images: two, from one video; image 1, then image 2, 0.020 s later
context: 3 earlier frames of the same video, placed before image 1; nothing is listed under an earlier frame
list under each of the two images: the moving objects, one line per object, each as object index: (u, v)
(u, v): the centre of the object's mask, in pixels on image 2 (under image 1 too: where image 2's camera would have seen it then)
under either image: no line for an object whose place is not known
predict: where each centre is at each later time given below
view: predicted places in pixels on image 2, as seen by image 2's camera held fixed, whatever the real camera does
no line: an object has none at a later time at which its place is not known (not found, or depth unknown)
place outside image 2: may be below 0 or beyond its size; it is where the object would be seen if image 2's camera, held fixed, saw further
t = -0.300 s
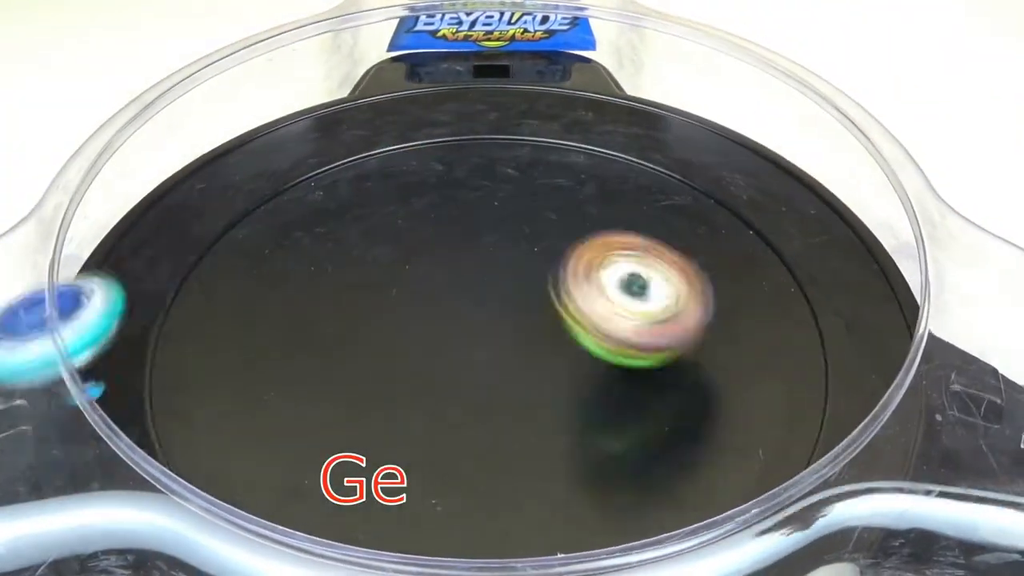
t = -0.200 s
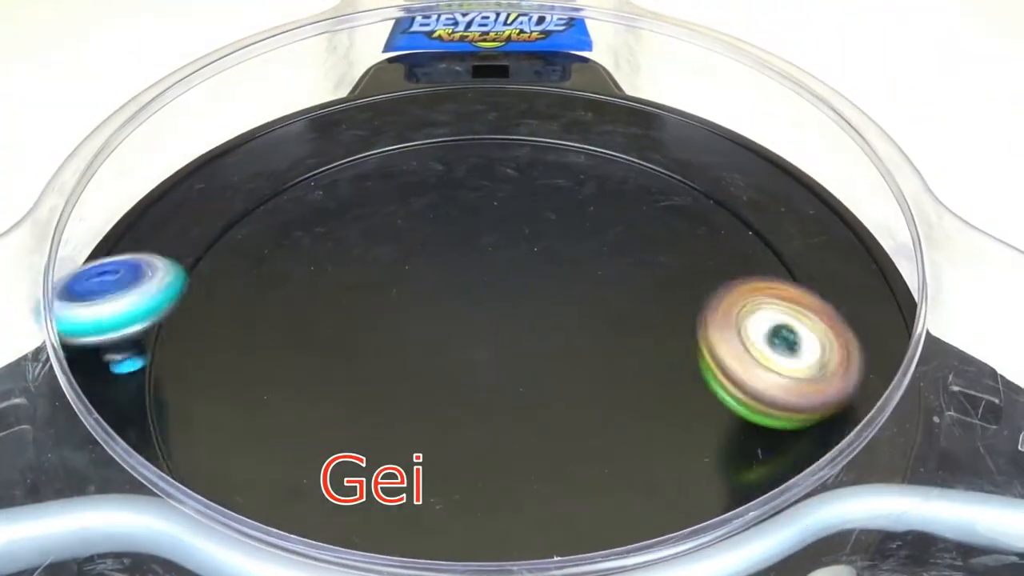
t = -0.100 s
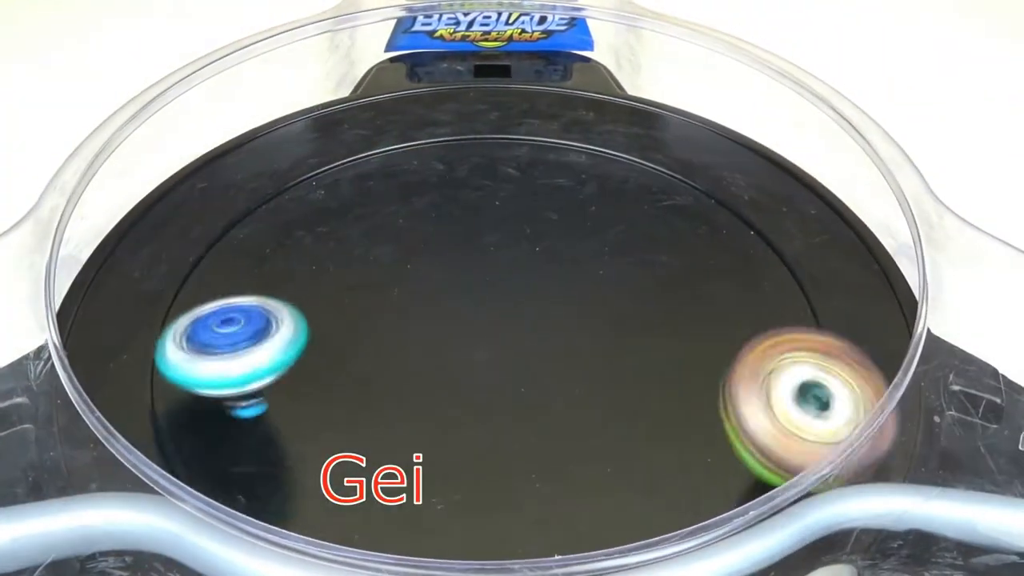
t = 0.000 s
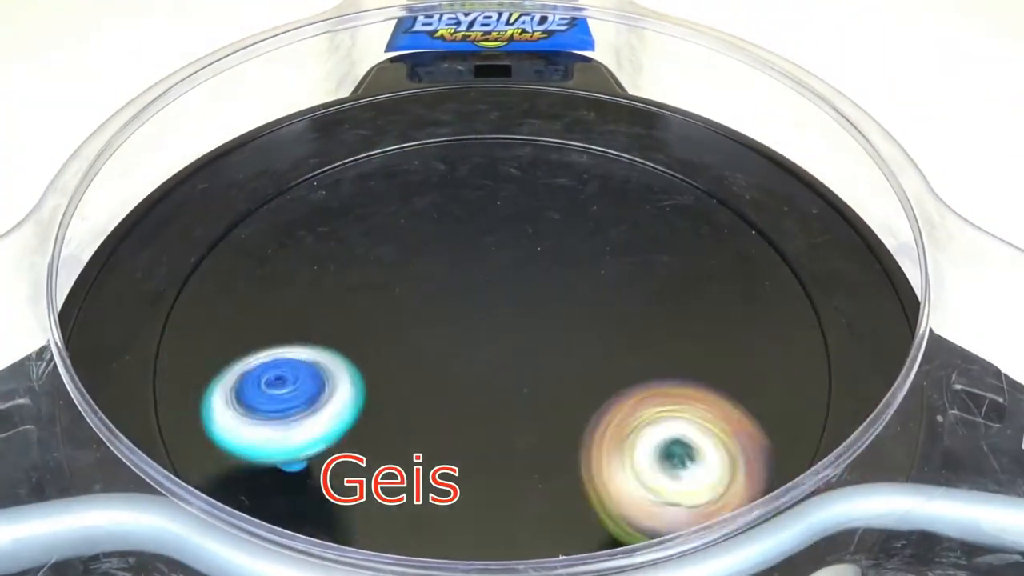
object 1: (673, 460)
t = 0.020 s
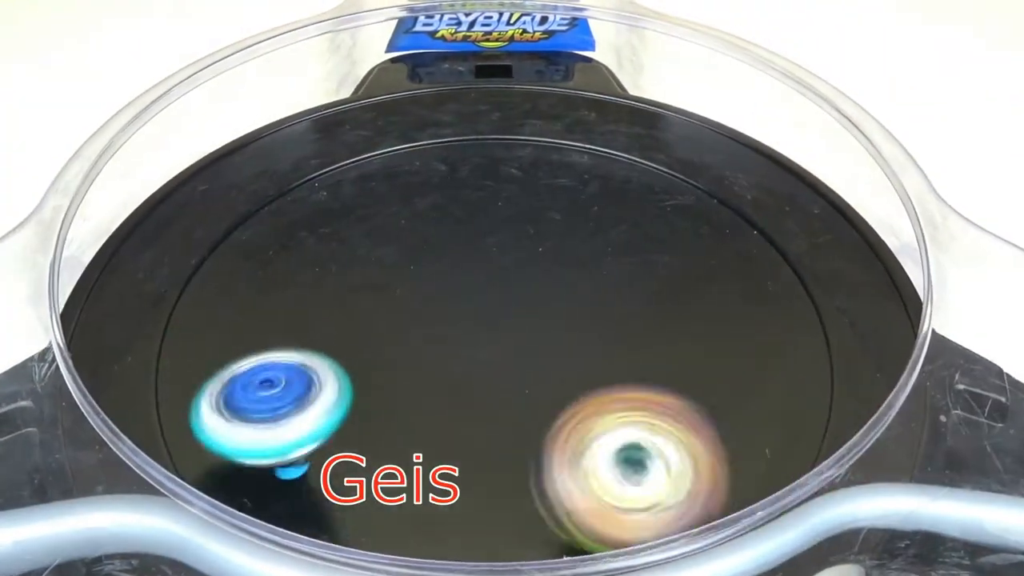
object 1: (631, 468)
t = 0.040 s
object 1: (585, 475)
